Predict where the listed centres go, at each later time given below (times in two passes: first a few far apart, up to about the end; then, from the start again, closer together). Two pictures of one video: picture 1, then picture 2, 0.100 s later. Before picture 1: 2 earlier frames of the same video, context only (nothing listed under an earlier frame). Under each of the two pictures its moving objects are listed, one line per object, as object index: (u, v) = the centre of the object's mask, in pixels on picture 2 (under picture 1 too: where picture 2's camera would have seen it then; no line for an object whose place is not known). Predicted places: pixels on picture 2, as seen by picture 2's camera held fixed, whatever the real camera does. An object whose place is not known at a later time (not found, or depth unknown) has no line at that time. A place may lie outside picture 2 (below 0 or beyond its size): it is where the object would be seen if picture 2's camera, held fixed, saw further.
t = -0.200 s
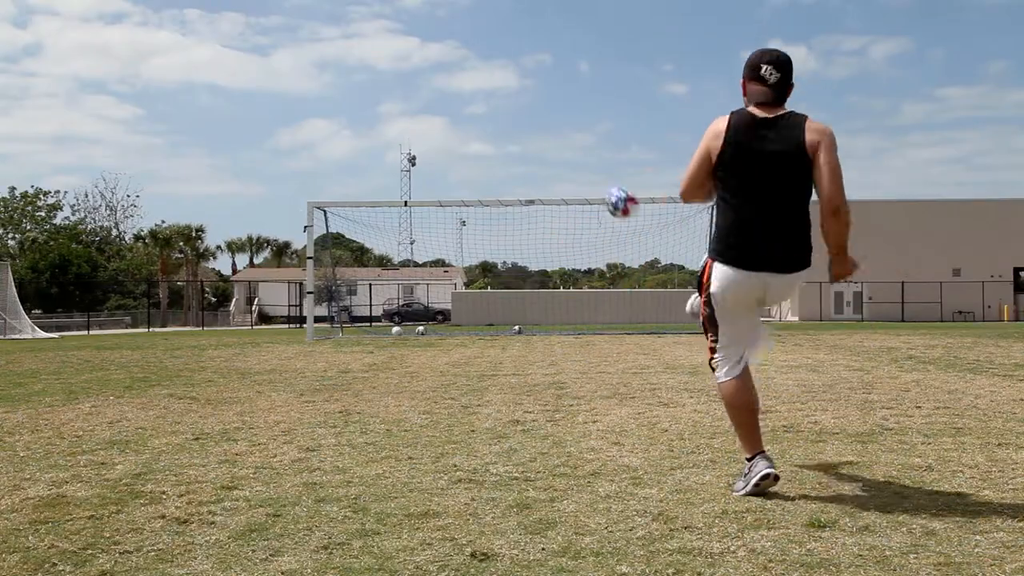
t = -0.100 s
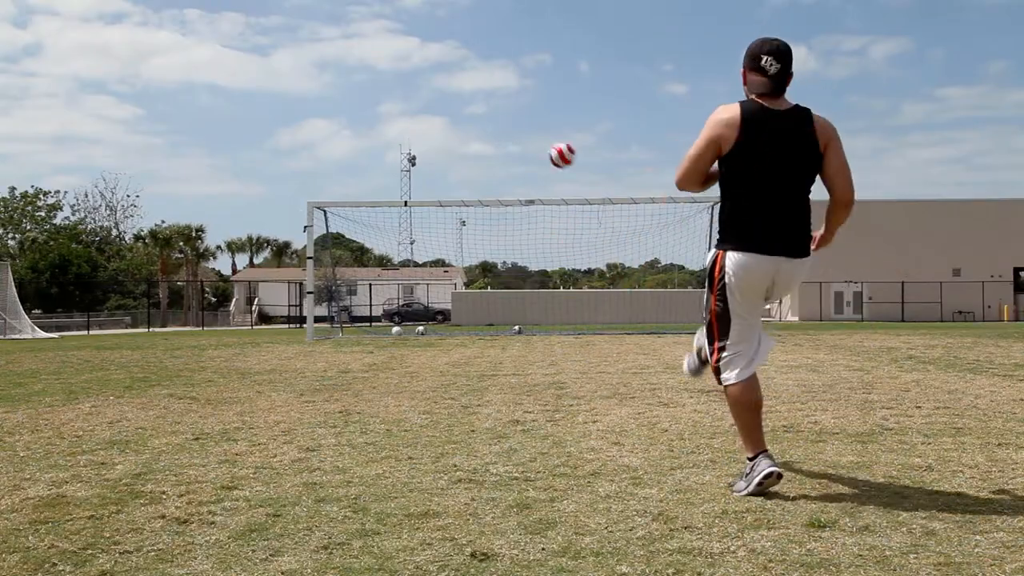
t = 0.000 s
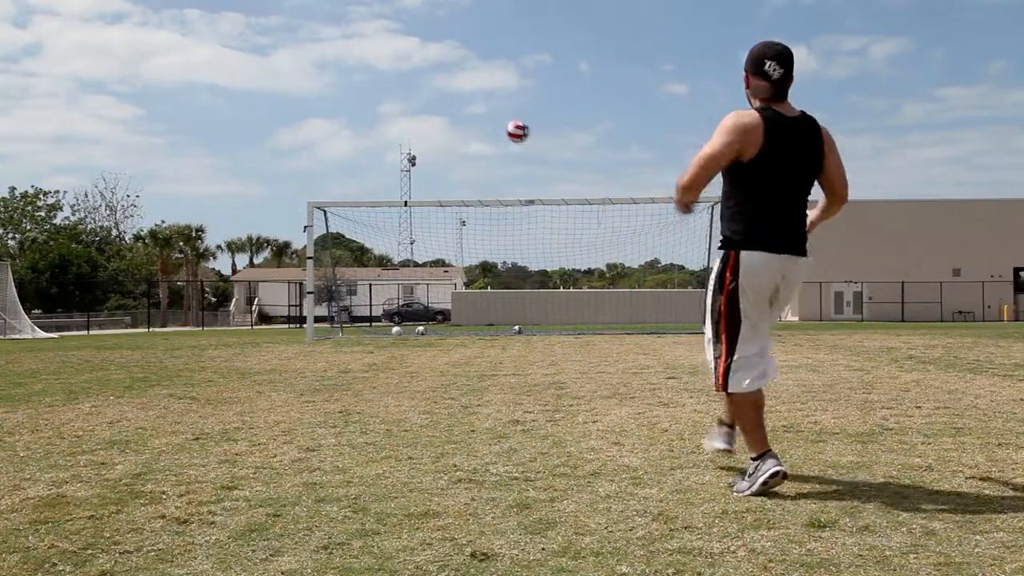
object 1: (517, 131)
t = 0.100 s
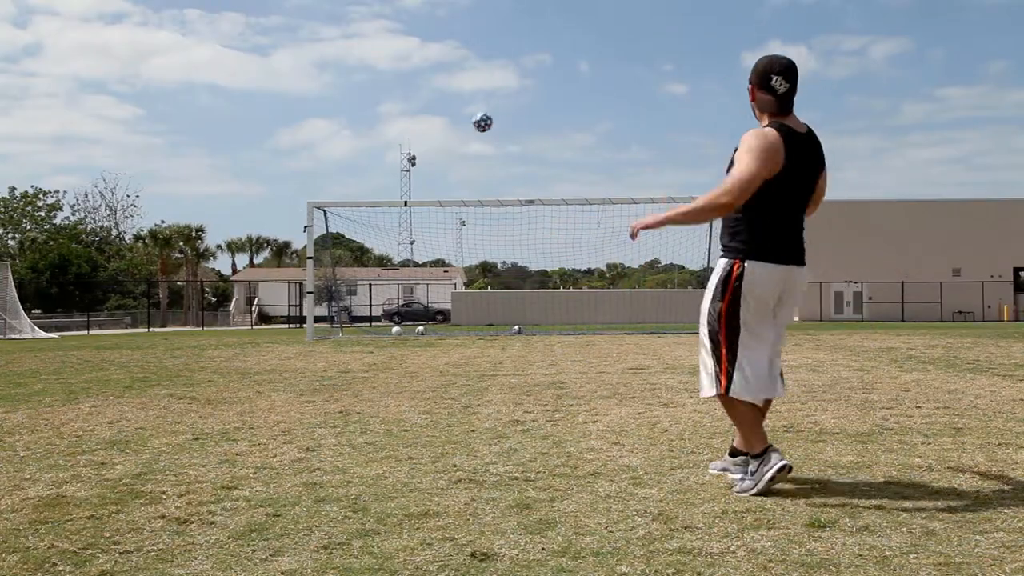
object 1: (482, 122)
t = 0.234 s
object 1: (445, 124)
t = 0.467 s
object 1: (396, 154)
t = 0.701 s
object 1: (356, 202)
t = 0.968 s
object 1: (324, 280)
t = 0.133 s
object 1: (472, 121)
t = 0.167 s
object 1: (463, 121)
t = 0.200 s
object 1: (453, 123)
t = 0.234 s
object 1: (445, 124)
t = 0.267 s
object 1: (437, 127)
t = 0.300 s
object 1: (429, 131)
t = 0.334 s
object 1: (422, 135)
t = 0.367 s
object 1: (415, 139)
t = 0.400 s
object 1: (408, 143)
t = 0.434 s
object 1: (402, 148)
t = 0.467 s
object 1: (396, 154)
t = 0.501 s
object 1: (389, 160)
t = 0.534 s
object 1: (383, 166)
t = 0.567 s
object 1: (377, 173)
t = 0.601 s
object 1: (372, 180)
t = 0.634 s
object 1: (366, 187)
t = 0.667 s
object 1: (361, 194)
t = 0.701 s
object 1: (356, 202)
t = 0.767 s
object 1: (346, 219)
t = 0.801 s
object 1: (341, 226)
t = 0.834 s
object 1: (337, 233)
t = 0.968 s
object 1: (324, 280)
